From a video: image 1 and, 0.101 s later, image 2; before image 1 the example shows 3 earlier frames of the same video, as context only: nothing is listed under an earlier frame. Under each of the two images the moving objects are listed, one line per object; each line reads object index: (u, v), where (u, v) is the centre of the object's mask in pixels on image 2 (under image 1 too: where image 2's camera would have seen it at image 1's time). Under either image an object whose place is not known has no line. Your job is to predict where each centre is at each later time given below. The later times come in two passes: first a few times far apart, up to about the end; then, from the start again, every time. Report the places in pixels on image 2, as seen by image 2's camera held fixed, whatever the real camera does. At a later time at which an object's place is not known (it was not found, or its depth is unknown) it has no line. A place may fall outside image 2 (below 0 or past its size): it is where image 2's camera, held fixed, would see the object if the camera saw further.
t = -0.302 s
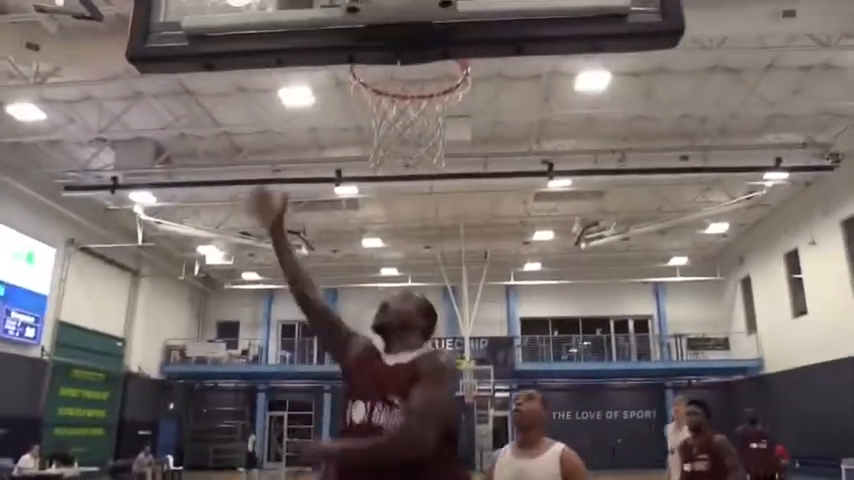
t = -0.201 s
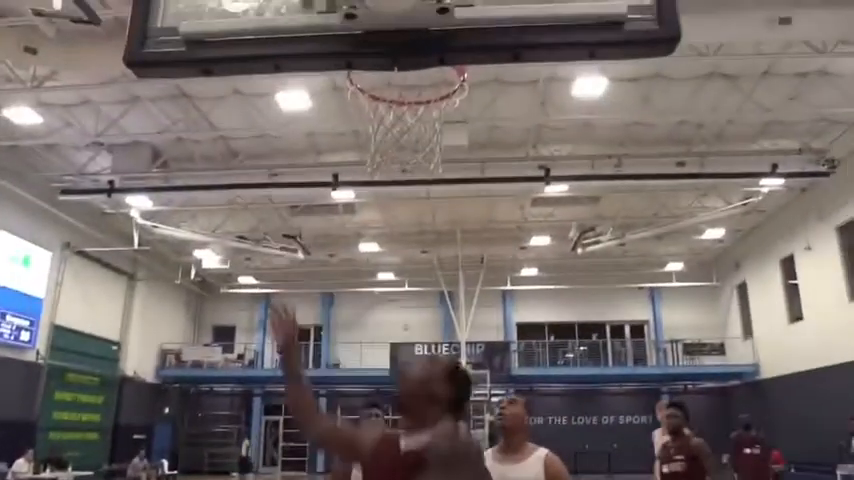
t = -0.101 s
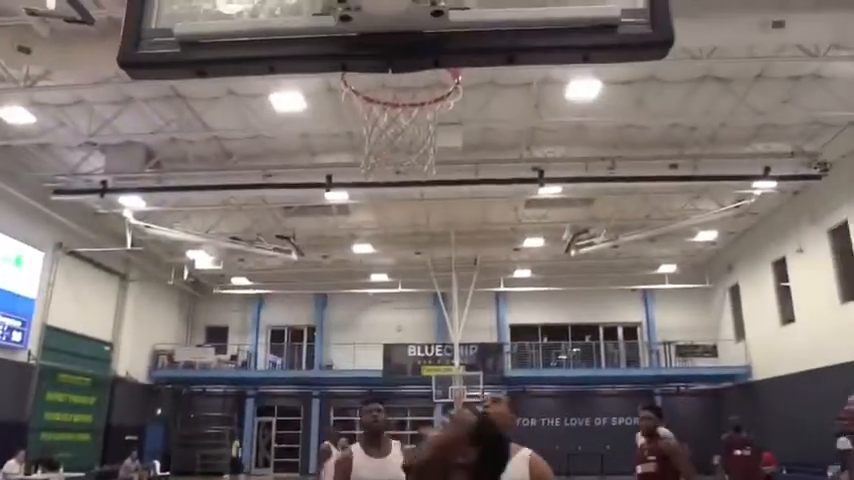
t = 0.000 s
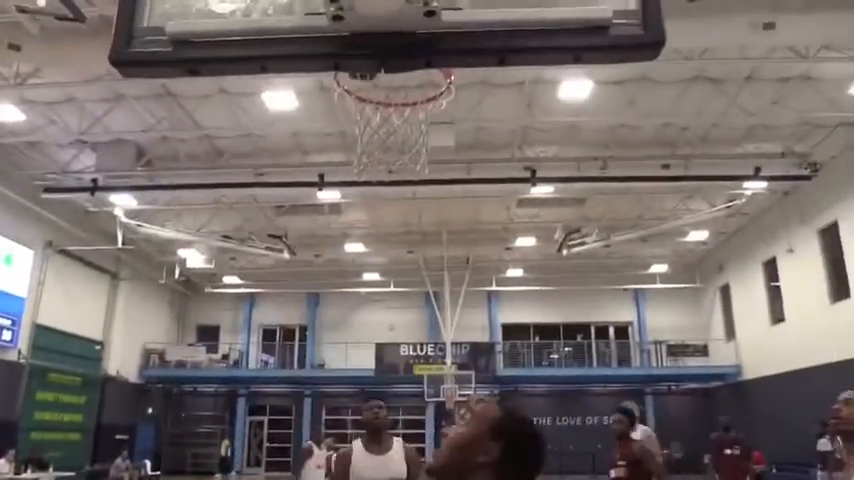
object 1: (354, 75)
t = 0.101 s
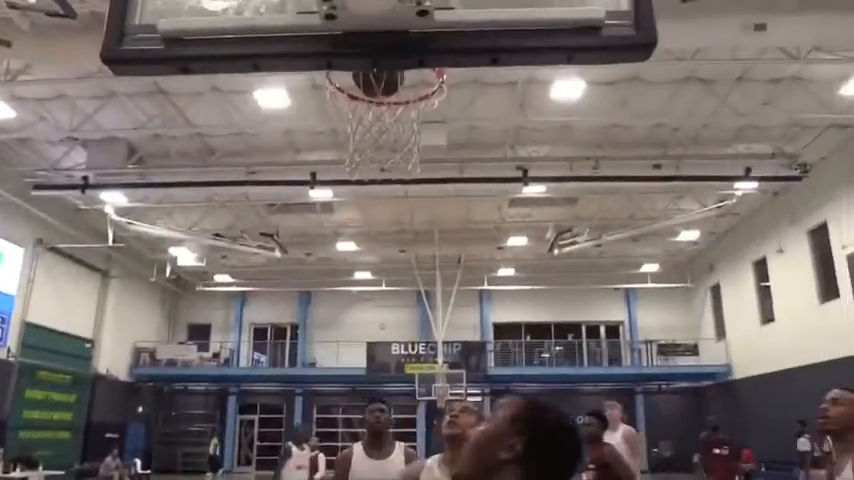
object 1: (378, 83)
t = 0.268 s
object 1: (418, 101)
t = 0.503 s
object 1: (406, 167)
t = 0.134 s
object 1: (386, 84)
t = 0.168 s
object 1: (394, 86)
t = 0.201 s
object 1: (403, 89)
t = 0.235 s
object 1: (411, 94)
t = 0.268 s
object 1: (418, 101)
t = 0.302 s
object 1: (423, 111)
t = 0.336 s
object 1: (425, 117)
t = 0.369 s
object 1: (424, 125)
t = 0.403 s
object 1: (421, 133)
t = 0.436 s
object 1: (416, 142)
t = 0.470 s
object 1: (413, 153)
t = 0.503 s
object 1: (406, 167)
